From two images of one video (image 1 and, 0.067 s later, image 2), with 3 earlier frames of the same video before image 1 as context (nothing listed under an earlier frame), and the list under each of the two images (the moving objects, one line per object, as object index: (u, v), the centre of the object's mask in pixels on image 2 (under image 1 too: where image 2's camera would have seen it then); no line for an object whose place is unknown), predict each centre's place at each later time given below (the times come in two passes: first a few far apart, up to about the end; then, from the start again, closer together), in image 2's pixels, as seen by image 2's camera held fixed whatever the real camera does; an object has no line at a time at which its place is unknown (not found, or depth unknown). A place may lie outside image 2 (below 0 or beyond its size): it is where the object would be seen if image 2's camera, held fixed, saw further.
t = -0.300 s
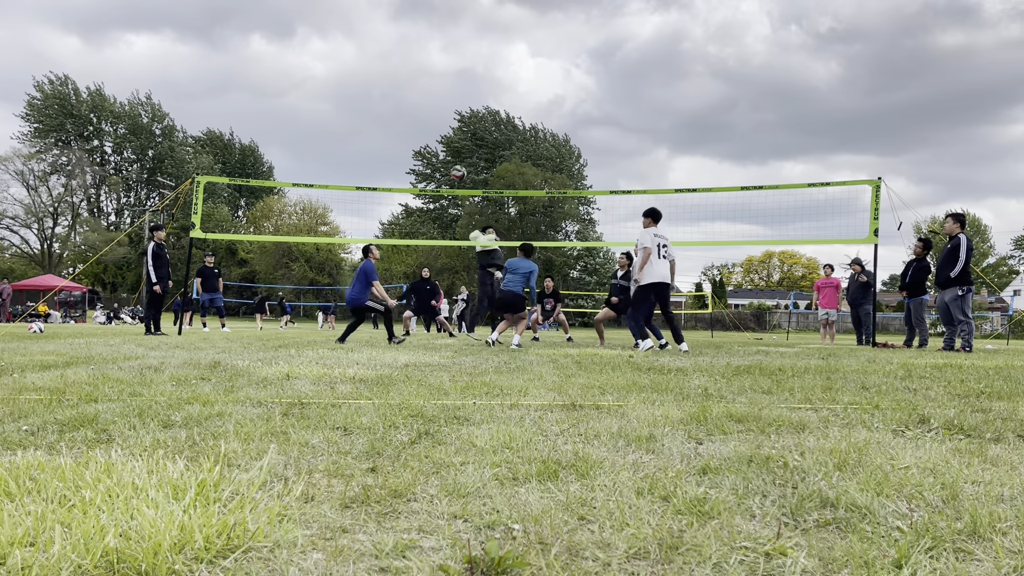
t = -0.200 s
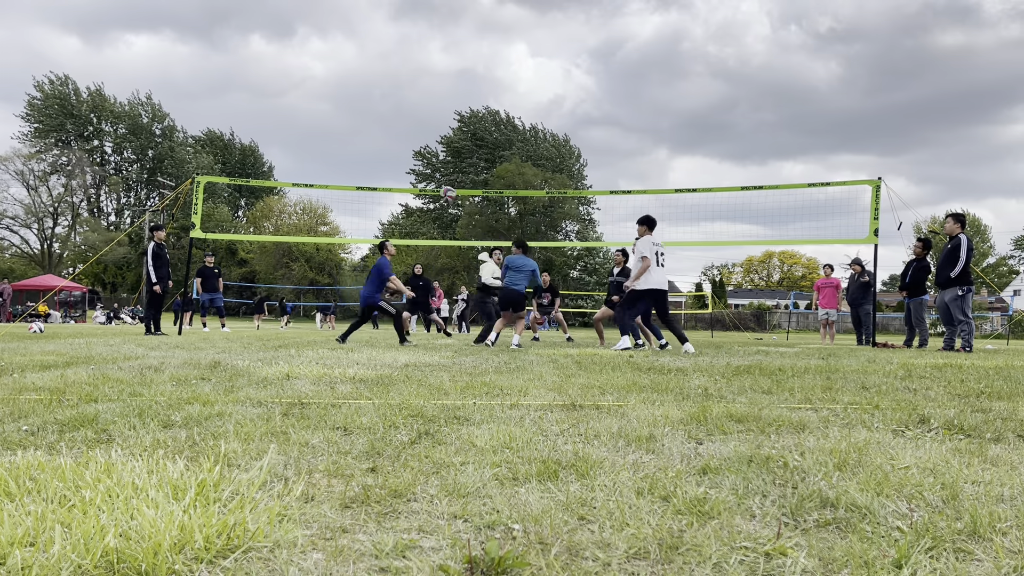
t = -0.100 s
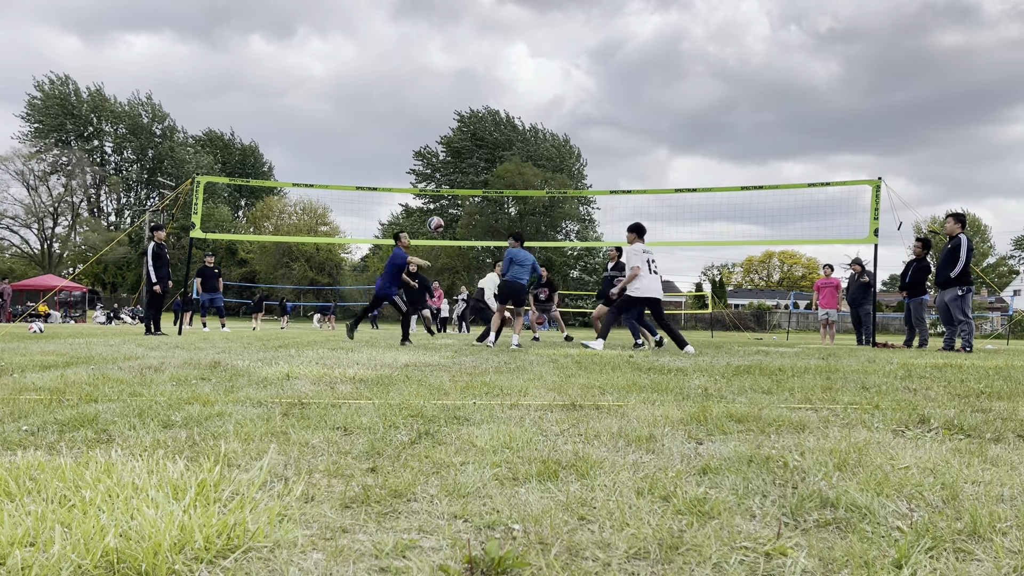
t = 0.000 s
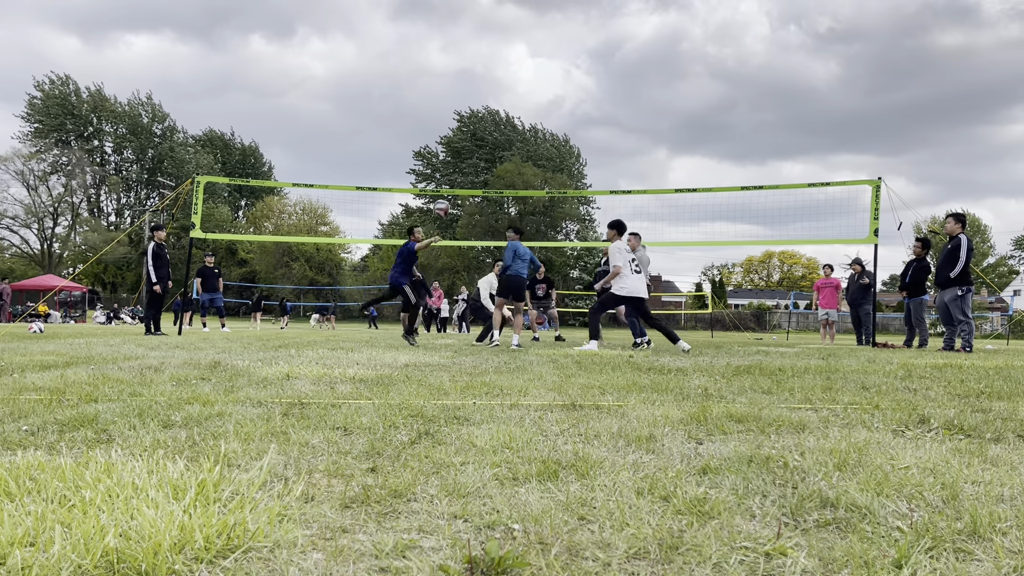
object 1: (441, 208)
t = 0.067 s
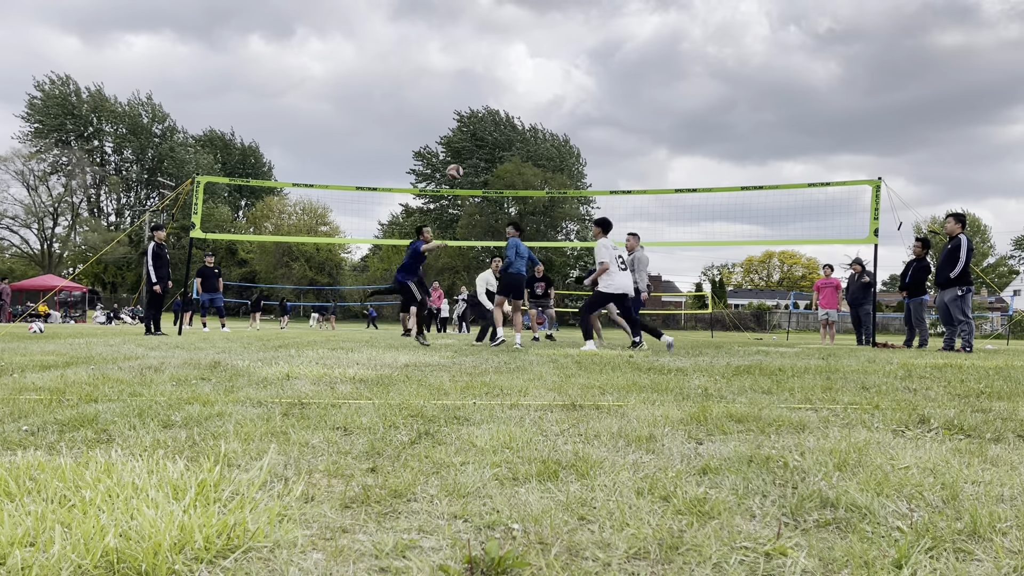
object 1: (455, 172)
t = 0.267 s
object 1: (492, 90)
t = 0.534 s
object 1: (536, 33)
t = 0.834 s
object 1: (579, 37)
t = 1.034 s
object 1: (601, 79)
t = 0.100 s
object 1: (461, 156)
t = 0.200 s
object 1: (480, 113)
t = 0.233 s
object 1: (486, 101)
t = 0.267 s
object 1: (492, 90)
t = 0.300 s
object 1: (498, 79)
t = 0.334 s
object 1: (503, 70)
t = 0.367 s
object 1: (509, 61)
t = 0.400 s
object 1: (515, 54)
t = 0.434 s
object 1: (521, 47)
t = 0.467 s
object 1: (526, 41)
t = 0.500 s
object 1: (531, 37)
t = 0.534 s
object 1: (536, 33)
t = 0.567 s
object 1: (542, 30)
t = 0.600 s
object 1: (547, 28)
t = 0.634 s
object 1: (551, 26)
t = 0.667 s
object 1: (556, 26)
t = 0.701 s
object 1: (561, 27)
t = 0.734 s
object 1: (566, 28)
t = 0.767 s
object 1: (570, 30)
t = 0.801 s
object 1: (574, 33)
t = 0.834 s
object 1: (579, 37)
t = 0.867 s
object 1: (583, 42)
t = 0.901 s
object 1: (587, 48)
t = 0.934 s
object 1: (591, 54)
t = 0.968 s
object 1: (594, 62)
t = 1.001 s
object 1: (598, 70)
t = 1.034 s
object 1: (601, 79)
